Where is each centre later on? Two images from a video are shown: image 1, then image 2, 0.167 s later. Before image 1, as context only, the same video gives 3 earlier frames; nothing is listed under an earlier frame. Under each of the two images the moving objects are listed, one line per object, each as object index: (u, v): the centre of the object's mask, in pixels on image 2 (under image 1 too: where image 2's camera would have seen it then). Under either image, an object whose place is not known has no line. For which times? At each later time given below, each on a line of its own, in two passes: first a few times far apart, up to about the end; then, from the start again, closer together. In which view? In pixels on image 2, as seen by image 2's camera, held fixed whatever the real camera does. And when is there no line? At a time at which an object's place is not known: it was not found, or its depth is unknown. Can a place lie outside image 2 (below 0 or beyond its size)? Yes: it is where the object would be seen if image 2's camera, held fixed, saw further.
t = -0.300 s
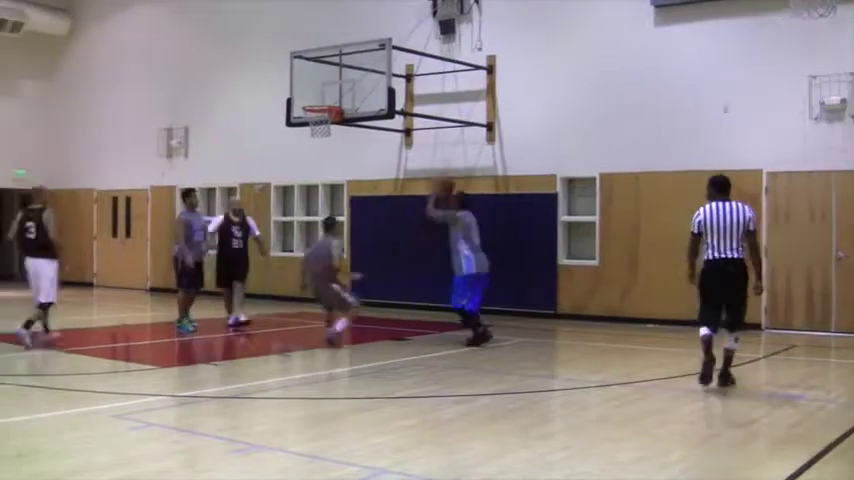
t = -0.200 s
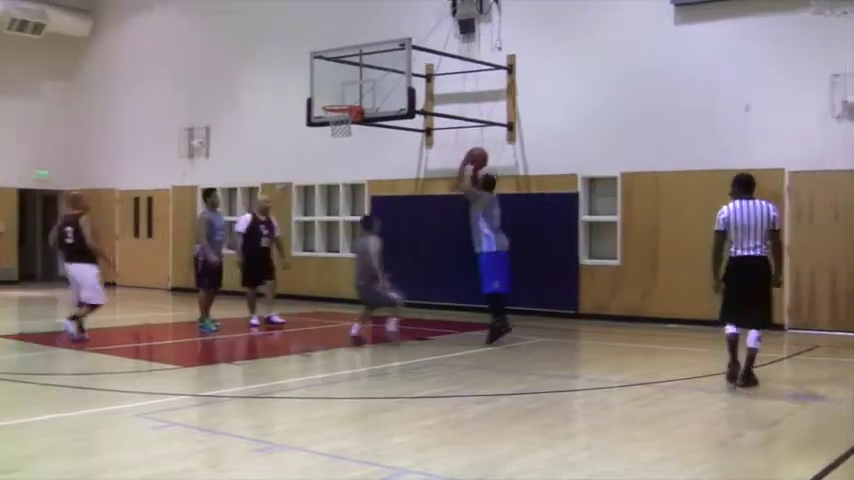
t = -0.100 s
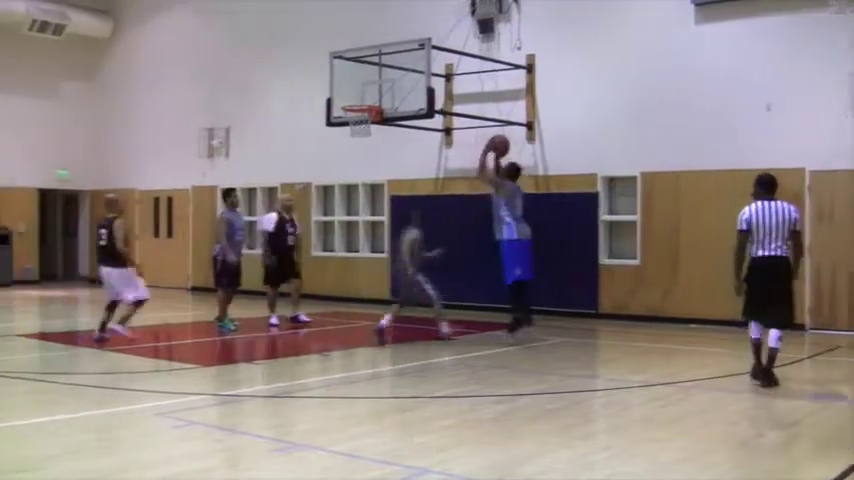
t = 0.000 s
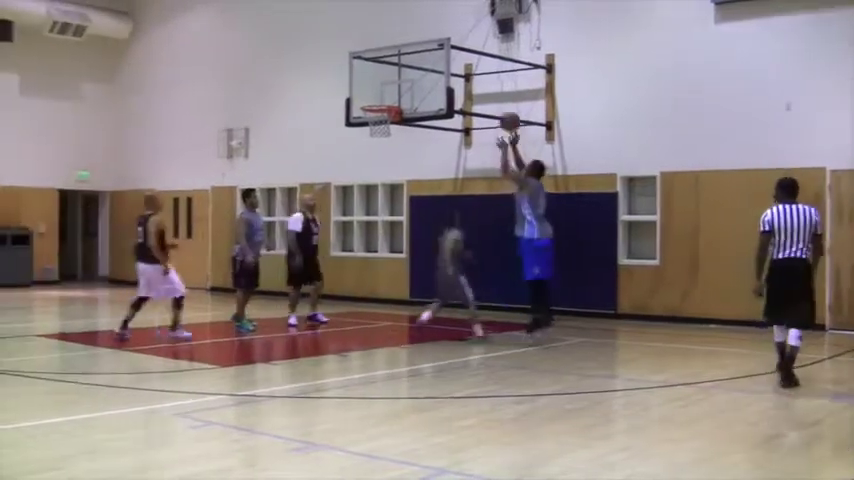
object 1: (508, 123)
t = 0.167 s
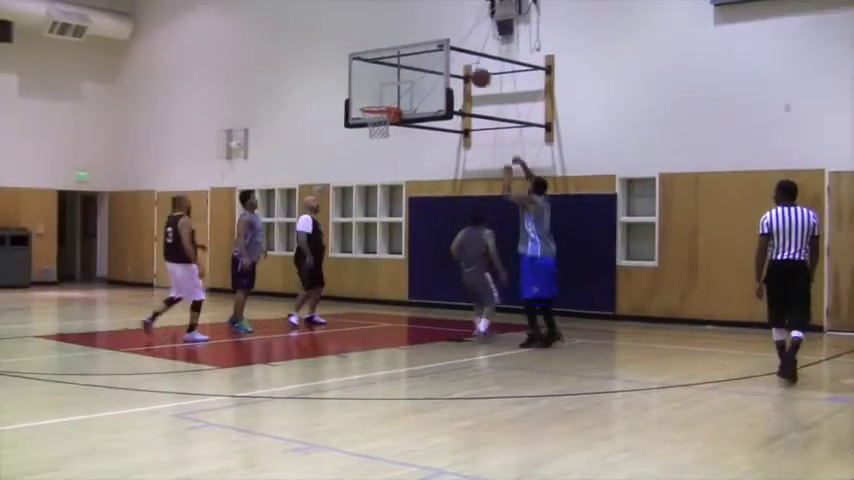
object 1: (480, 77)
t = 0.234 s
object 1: (470, 68)
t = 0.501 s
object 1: (432, 59)
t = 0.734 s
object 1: (395, 87)
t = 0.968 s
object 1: (370, 111)
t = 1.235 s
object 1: (385, 128)
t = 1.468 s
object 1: (385, 164)
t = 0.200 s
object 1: (475, 72)
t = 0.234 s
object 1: (470, 68)
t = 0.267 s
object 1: (465, 64)
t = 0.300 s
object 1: (460, 61)
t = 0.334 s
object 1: (456, 58)
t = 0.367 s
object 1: (451, 57)
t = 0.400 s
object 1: (446, 56)
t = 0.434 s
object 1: (441, 56)
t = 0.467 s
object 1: (437, 57)
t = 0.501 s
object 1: (432, 59)
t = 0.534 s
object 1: (428, 62)
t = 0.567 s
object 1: (423, 64)
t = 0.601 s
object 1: (418, 68)
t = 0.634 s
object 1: (412, 71)
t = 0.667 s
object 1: (406, 76)
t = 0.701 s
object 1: (401, 80)
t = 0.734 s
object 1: (395, 87)
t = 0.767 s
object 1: (389, 94)
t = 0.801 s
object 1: (384, 100)
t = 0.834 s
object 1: (379, 101)
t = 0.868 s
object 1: (376, 102)
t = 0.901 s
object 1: (372, 105)
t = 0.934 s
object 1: (369, 110)
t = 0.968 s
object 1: (370, 111)
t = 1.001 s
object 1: (373, 111)
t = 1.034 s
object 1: (375, 114)
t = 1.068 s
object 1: (377, 117)
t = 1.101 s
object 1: (380, 119)
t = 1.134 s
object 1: (382, 122)
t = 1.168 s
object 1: (384, 126)
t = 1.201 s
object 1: (384, 126)
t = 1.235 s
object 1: (385, 128)
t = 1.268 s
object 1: (385, 129)
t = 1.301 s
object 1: (386, 135)
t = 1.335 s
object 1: (385, 140)
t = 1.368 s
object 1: (385, 145)
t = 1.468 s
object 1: (385, 164)
